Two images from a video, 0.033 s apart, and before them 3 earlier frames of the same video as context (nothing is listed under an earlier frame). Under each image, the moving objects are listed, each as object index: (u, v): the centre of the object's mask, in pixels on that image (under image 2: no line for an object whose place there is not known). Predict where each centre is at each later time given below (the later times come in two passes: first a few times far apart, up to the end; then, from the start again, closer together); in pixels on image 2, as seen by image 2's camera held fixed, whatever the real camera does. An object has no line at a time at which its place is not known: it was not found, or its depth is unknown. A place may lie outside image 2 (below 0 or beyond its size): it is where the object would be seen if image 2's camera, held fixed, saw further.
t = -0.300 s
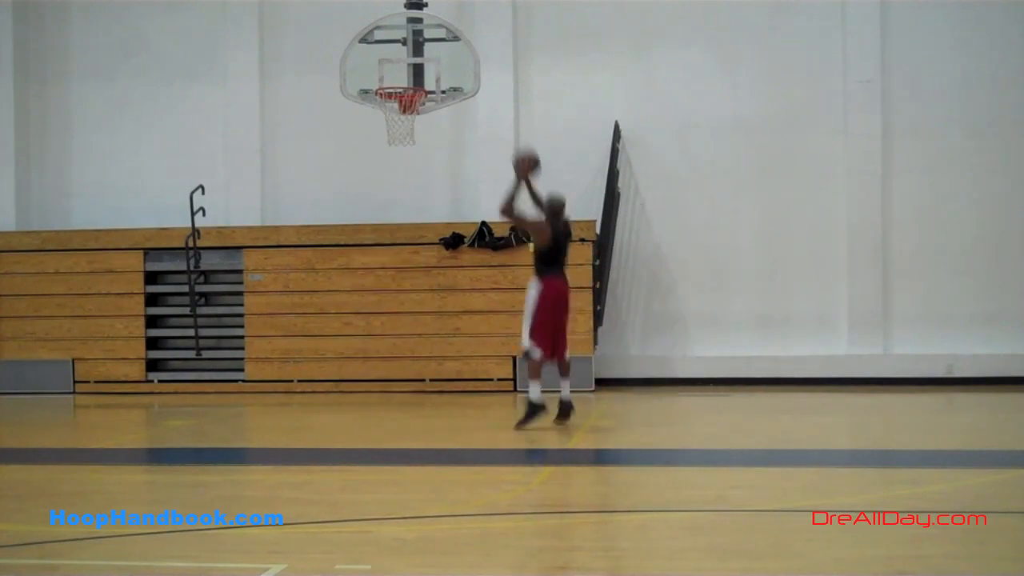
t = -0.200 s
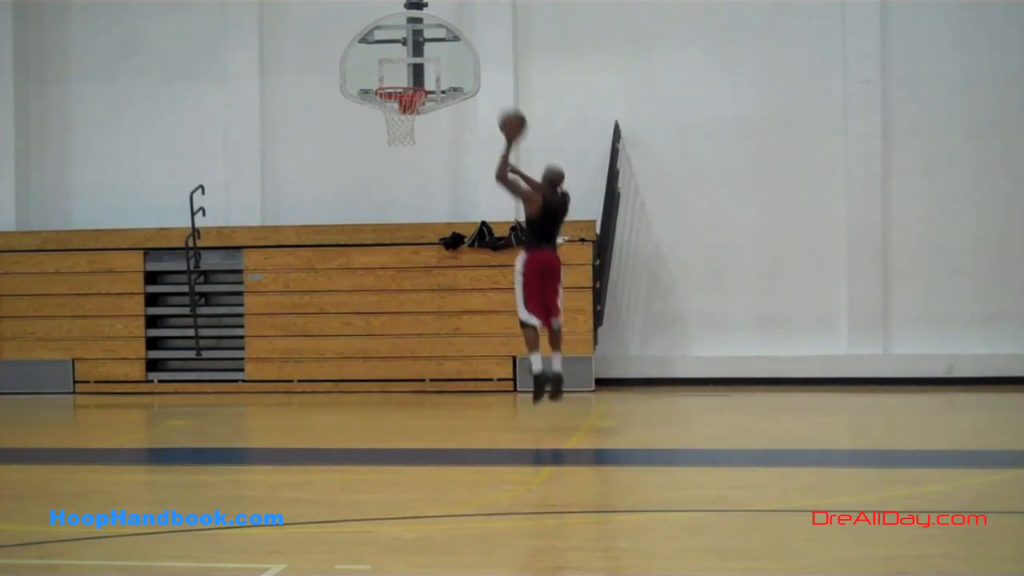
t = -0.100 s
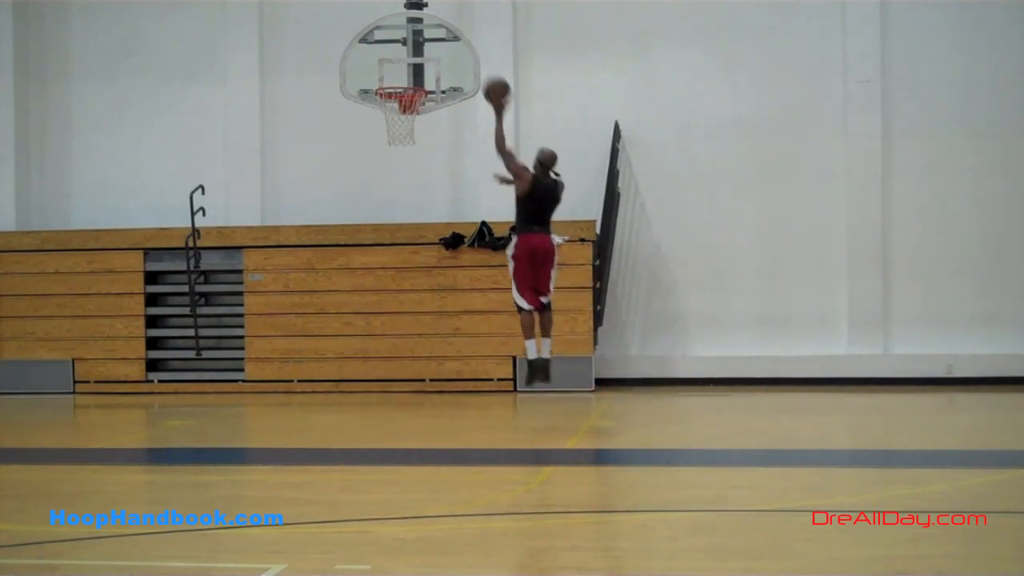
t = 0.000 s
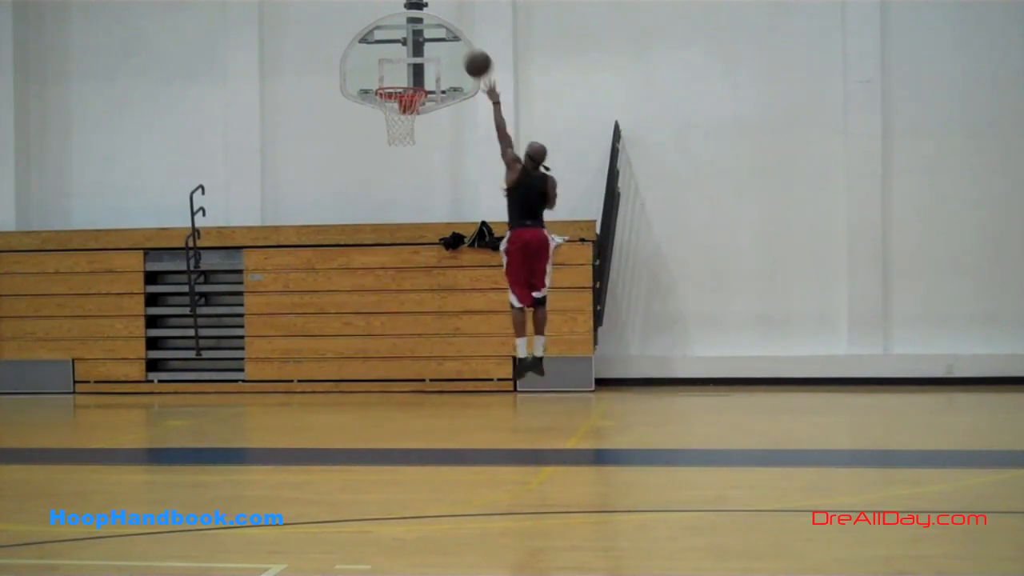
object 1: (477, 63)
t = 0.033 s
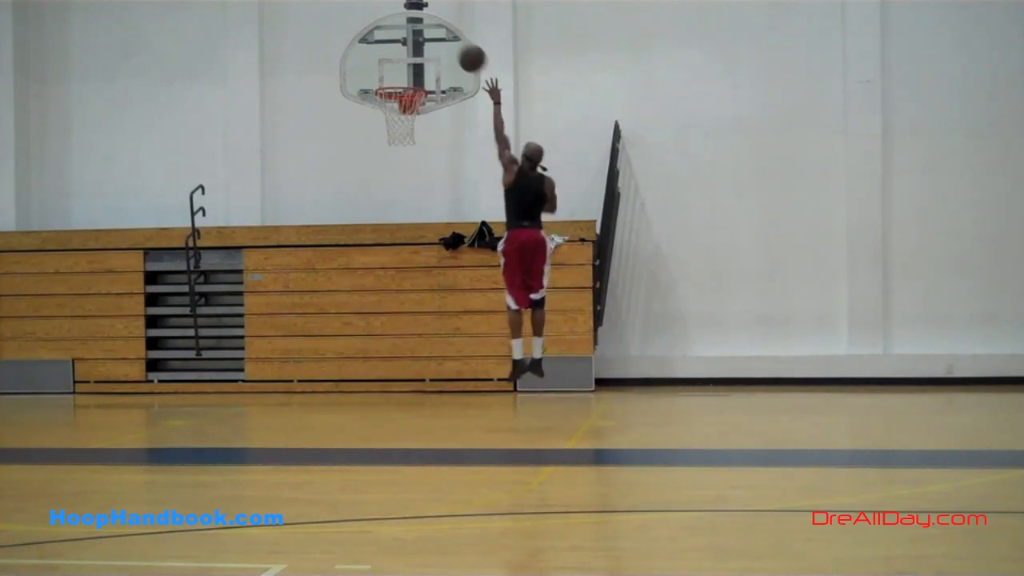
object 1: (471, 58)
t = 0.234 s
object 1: (438, 49)
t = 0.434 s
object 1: (406, 78)
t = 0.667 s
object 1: (389, 139)
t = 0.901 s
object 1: (385, 222)
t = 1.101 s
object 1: (381, 338)
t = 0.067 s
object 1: (466, 54)
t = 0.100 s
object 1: (460, 50)
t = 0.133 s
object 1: (454, 48)
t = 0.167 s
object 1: (449, 47)
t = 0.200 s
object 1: (444, 47)
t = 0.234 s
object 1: (438, 49)
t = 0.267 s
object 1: (433, 51)
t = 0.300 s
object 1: (428, 54)
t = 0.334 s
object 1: (423, 60)
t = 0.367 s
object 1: (417, 65)
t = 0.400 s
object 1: (412, 73)
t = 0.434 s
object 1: (406, 78)
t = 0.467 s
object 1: (403, 94)
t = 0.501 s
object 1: (398, 100)
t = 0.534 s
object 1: (395, 111)
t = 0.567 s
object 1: (391, 120)
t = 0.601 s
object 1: (391, 124)
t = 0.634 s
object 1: (390, 132)
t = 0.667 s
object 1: (389, 139)
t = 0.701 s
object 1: (389, 147)
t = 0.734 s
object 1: (388, 156)
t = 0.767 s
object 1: (387, 167)
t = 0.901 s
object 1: (385, 222)
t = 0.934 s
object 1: (384, 238)
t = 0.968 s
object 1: (383, 257)
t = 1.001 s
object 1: (383, 276)
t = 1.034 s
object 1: (382, 295)
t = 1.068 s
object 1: (382, 317)
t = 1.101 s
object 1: (381, 338)
